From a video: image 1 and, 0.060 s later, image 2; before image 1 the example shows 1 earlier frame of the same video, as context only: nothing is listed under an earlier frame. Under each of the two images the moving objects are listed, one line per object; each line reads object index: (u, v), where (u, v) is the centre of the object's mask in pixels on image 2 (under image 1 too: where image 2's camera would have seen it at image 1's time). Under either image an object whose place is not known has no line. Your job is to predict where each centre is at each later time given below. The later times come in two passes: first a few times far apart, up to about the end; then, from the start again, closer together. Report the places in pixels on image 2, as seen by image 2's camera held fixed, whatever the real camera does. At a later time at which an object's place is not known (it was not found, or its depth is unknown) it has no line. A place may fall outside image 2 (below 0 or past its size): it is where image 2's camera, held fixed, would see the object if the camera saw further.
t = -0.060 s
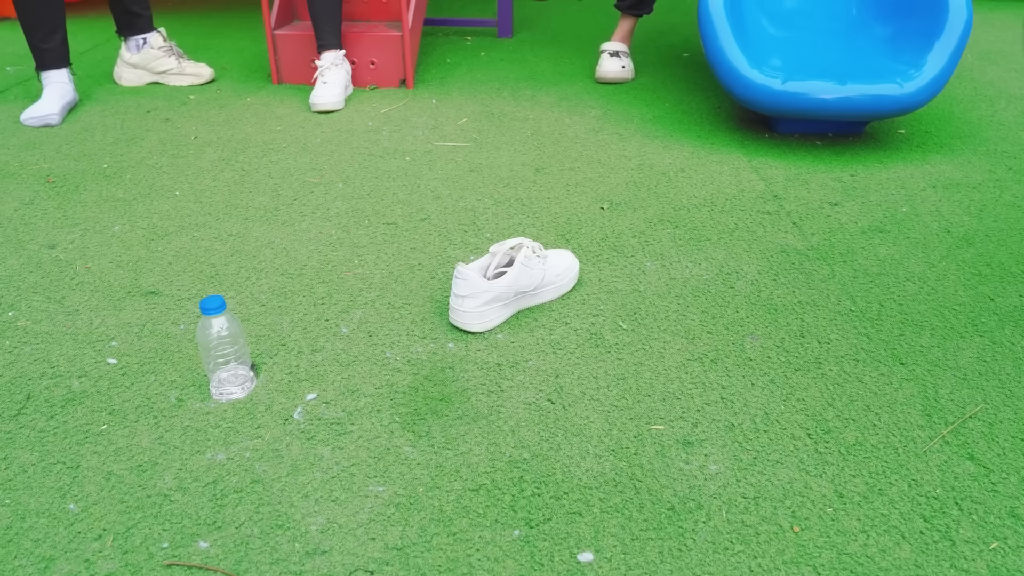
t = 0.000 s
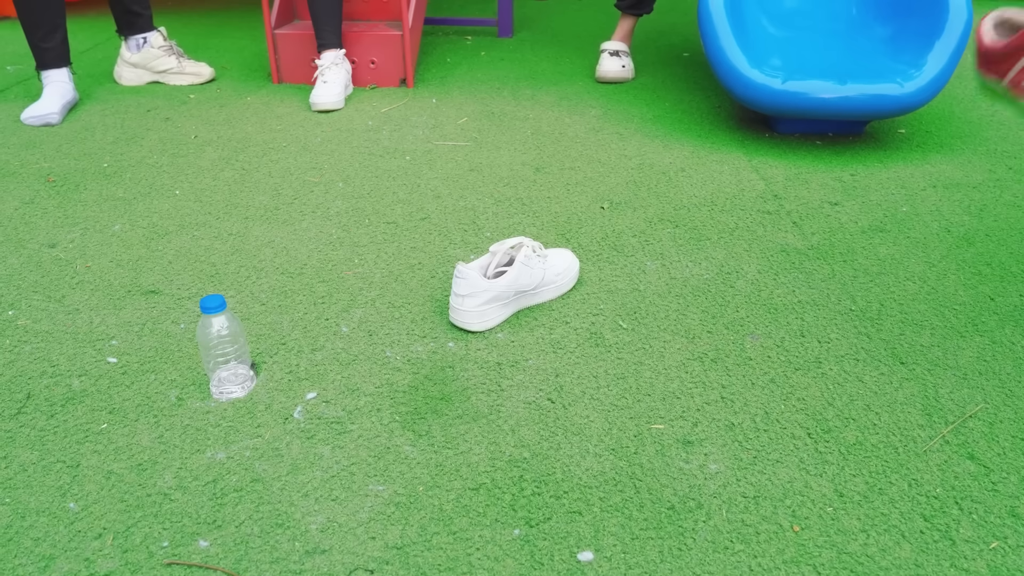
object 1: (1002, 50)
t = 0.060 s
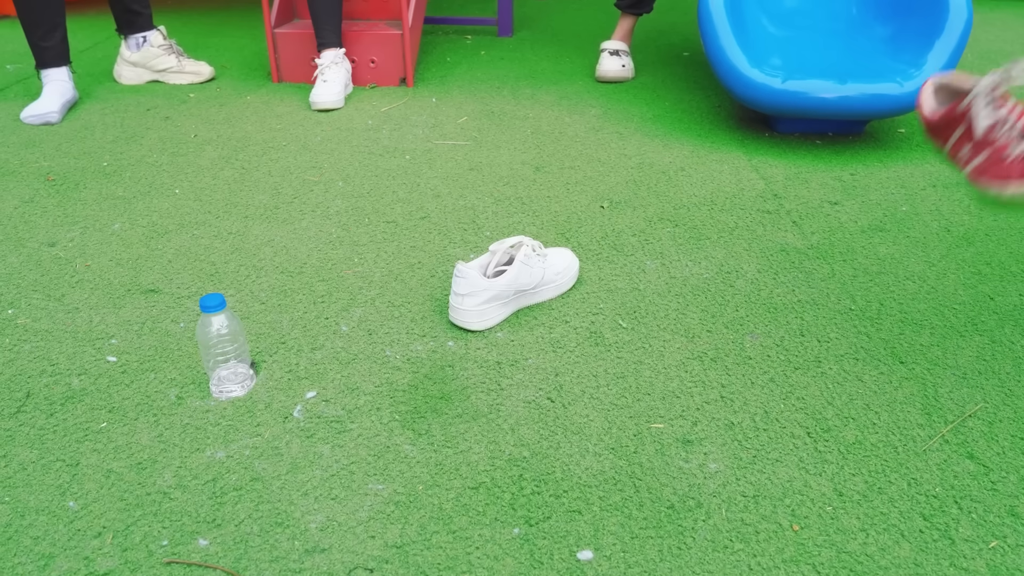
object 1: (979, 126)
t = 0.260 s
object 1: (880, 274)
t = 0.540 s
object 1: (930, 271)
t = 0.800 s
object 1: (929, 275)
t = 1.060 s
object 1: (930, 279)
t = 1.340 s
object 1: (931, 279)
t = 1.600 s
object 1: (931, 279)
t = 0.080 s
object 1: (968, 158)
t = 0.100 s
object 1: (955, 194)
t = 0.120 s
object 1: (940, 231)
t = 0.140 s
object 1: (917, 266)
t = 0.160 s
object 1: (894, 303)
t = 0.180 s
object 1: (876, 330)
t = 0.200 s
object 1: (877, 313)
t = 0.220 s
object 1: (881, 296)
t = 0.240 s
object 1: (882, 284)
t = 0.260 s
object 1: (880, 274)
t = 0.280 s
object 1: (879, 265)
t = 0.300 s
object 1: (881, 258)
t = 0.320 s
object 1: (883, 253)
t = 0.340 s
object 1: (886, 249)
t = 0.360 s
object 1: (889, 246)
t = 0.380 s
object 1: (892, 244)
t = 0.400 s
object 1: (897, 243)
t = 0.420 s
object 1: (903, 243)
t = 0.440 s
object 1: (910, 244)
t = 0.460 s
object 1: (916, 247)
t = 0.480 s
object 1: (921, 251)
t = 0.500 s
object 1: (925, 256)
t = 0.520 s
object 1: (927, 263)
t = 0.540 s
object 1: (930, 271)
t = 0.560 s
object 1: (933, 279)
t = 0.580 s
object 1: (935, 287)
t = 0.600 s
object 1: (934, 283)
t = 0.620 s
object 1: (934, 275)
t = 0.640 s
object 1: (937, 269)
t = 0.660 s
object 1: (937, 265)
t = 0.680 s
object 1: (932, 265)
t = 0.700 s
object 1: (929, 266)
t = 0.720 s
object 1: (925, 268)
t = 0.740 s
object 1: (924, 269)
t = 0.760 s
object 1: (926, 270)
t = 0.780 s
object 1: (927, 272)
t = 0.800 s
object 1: (929, 275)
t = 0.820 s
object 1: (931, 278)
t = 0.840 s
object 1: (932, 277)
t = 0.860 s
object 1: (932, 277)
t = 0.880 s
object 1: (931, 278)
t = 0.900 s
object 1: (931, 278)
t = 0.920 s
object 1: (931, 278)
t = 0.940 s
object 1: (930, 278)
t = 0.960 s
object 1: (930, 278)
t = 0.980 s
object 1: (930, 278)
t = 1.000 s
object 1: (930, 279)
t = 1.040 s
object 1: (930, 279)
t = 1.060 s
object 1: (930, 279)
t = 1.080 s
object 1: (930, 279)
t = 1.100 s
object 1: (930, 279)
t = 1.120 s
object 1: (930, 279)
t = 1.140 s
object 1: (930, 279)
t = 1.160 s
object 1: (930, 279)
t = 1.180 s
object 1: (930, 279)
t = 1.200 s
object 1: (931, 279)
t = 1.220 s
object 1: (930, 279)
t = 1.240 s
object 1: (931, 279)
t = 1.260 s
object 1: (931, 279)
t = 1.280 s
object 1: (931, 279)
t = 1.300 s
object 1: (931, 279)
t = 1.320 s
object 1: (931, 279)
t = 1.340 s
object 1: (931, 279)
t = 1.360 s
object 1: (931, 279)
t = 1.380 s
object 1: (931, 279)
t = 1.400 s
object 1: (931, 279)
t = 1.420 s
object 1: (931, 279)
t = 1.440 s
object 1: (931, 279)
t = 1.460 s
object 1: (931, 279)
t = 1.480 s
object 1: (931, 279)
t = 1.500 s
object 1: (931, 279)
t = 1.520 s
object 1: (931, 279)
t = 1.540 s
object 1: (931, 279)
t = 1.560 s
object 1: (931, 279)
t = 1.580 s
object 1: (931, 279)
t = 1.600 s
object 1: (931, 279)
